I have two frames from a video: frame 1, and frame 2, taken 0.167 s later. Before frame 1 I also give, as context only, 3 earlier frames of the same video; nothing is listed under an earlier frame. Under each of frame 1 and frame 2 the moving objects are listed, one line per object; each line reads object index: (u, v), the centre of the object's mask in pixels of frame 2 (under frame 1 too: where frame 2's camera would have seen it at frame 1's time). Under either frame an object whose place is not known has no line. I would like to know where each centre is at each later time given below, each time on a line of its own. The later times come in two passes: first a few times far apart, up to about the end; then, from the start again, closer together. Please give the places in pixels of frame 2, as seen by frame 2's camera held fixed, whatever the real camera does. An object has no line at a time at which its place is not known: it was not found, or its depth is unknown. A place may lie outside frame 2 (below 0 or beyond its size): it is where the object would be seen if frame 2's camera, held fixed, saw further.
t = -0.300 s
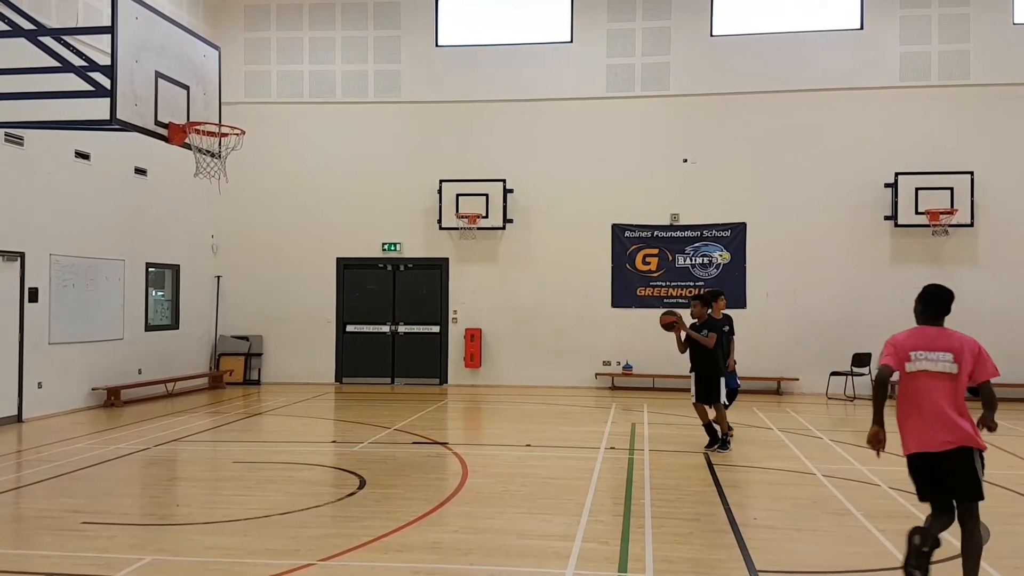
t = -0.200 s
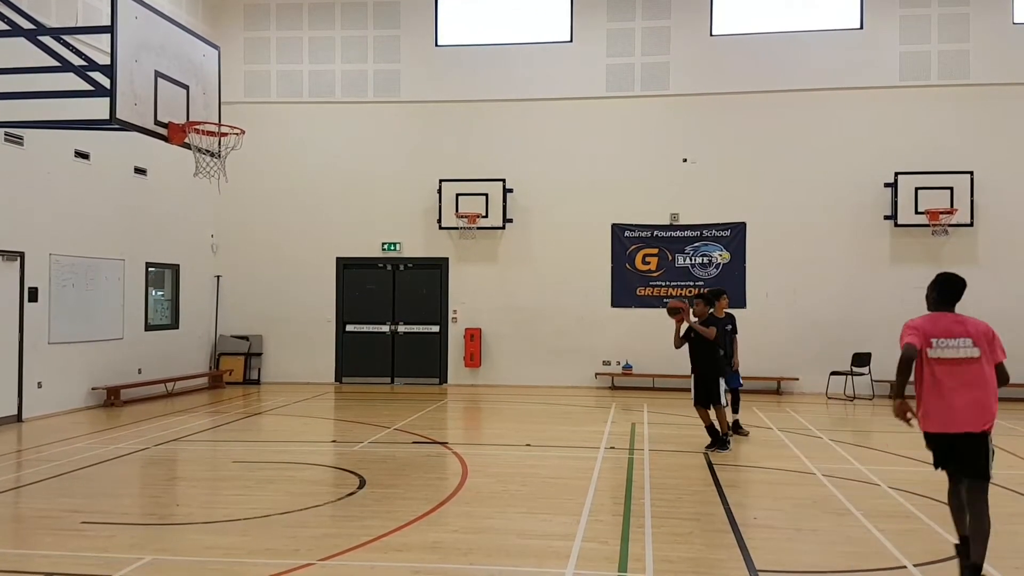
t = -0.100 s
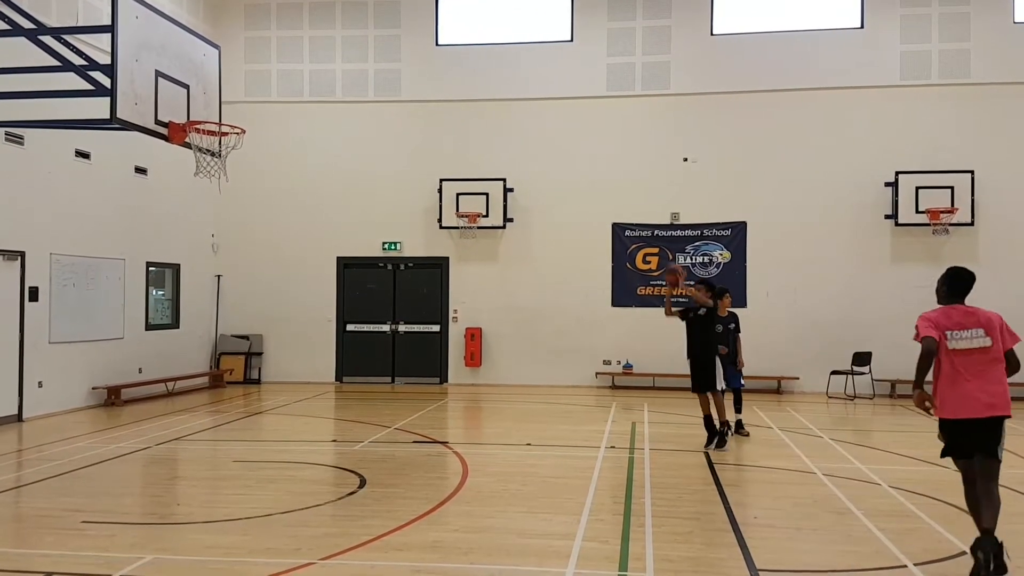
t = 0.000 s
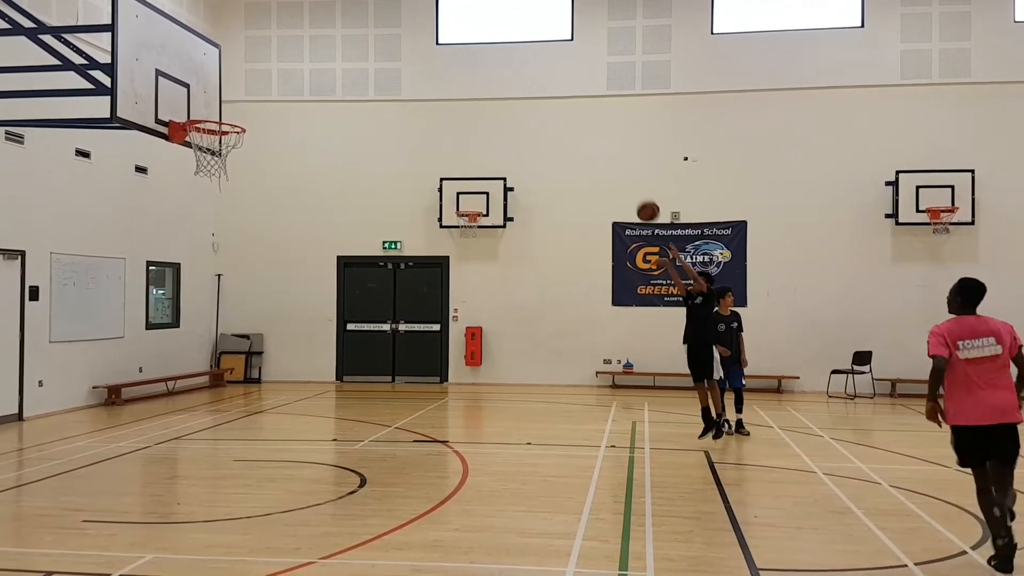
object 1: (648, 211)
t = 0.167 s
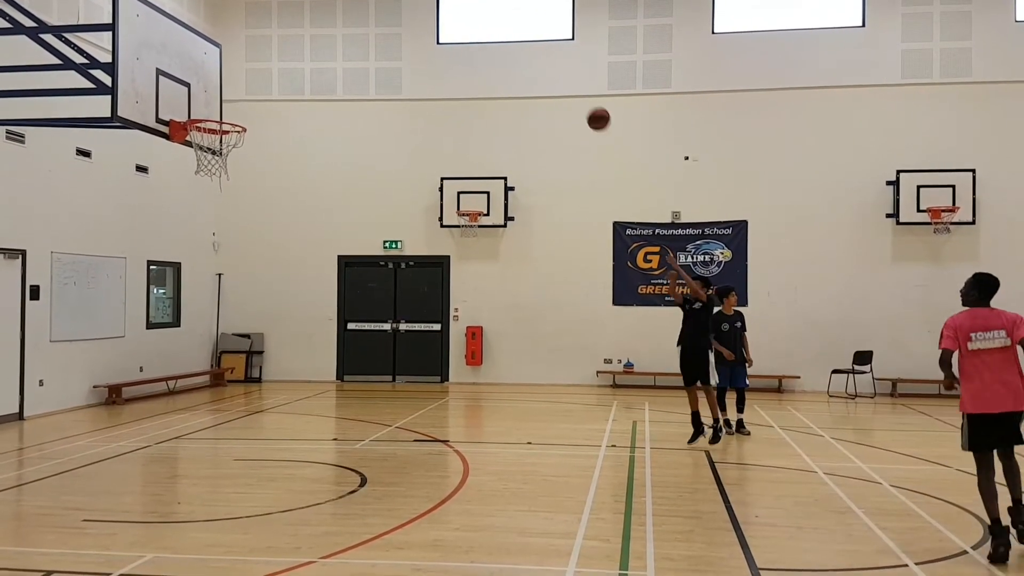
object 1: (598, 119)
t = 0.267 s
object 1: (567, 74)
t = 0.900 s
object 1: (347, 5)
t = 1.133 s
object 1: (250, 72)
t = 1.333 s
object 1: (204, 163)
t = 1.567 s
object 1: (212, 269)
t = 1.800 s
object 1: (213, 463)
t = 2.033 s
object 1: (255, 380)
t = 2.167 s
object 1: (284, 325)
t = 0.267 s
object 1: (567, 74)
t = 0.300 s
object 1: (557, 60)
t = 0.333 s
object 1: (546, 49)
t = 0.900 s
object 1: (347, 5)
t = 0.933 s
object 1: (333, 8)
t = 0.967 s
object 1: (320, 12)
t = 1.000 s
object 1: (306, 19)
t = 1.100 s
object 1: (264, 57)
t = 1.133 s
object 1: (250, 72)
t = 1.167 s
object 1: (236, 89)
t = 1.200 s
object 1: (221, 107)
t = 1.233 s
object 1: (207, 126)
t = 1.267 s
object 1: (205, 137)
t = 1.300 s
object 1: (203, 151)
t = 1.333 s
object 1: (204, 163)
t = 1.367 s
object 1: (205, 172)
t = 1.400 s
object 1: (206, 184)
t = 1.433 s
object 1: (207, 198)
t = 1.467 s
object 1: (209, 213)
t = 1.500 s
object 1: (209, 230)
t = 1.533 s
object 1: (211, 248)
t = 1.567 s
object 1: (212, 269)
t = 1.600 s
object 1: (212, 291)
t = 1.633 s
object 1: (213, 315)
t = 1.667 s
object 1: (213, 340)
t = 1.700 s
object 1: (213, 369)
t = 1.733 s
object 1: (214, 397)
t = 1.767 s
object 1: (213, 428)
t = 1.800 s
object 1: (213, 463)
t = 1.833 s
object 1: (213, 501)
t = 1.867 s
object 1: (220, 481)
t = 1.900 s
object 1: (227, 458)
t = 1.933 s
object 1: (234, 437)
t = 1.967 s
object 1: (241, 417)
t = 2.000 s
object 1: (248, 398)
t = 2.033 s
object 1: (255, 380)
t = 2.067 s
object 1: (261, 365)
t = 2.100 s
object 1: (269, 349)
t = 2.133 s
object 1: (276, 336)
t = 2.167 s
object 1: (284, 325)
